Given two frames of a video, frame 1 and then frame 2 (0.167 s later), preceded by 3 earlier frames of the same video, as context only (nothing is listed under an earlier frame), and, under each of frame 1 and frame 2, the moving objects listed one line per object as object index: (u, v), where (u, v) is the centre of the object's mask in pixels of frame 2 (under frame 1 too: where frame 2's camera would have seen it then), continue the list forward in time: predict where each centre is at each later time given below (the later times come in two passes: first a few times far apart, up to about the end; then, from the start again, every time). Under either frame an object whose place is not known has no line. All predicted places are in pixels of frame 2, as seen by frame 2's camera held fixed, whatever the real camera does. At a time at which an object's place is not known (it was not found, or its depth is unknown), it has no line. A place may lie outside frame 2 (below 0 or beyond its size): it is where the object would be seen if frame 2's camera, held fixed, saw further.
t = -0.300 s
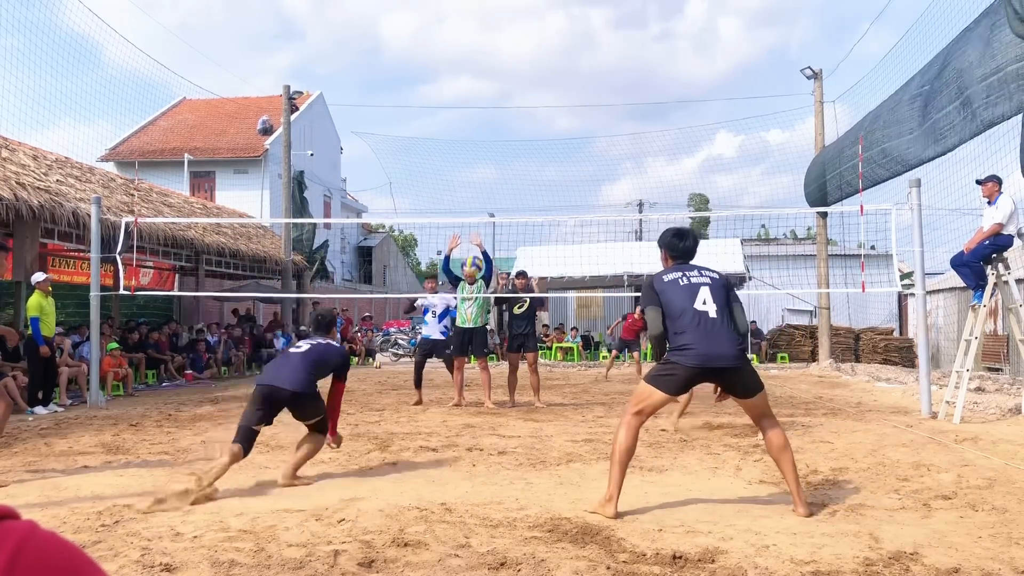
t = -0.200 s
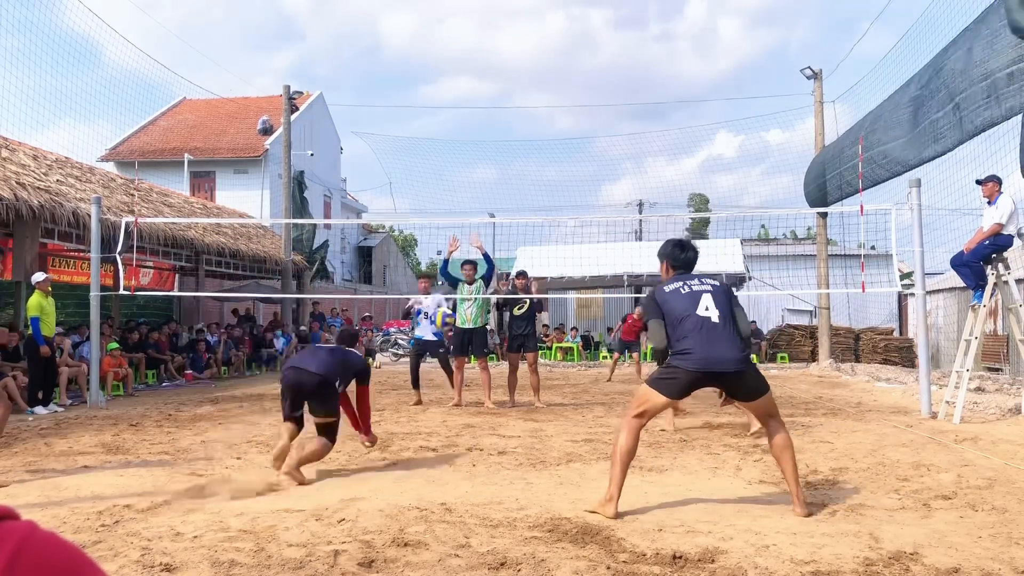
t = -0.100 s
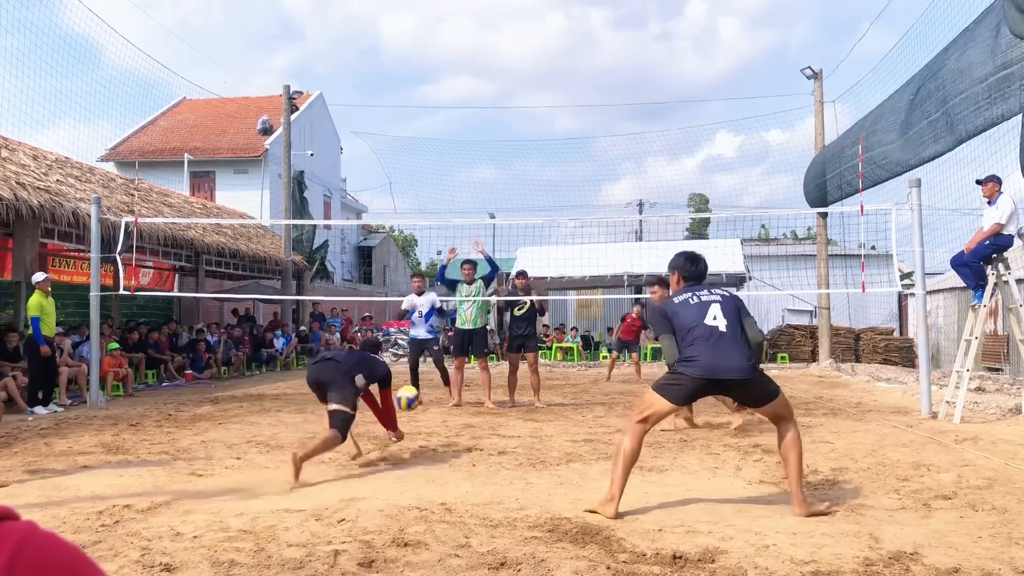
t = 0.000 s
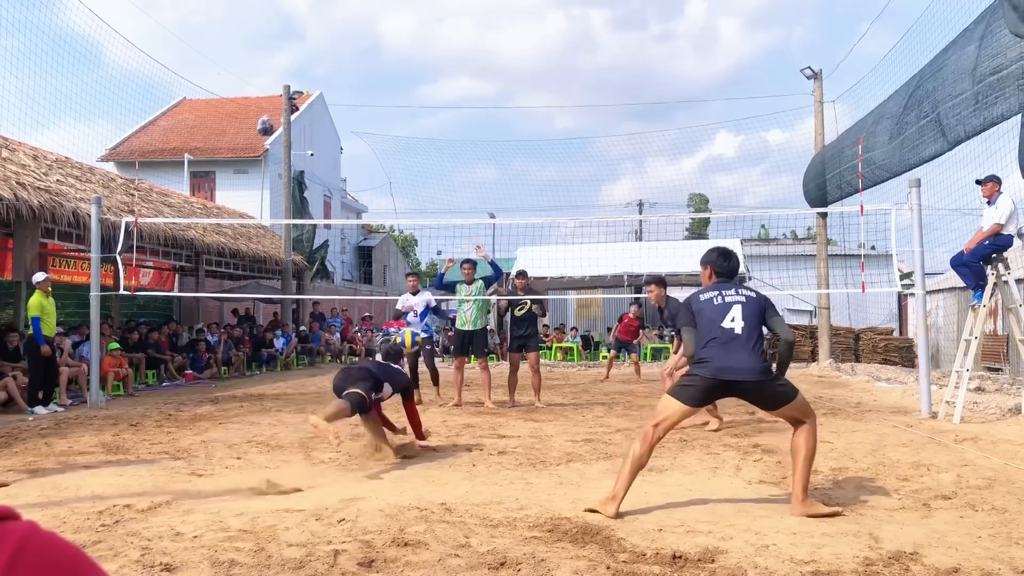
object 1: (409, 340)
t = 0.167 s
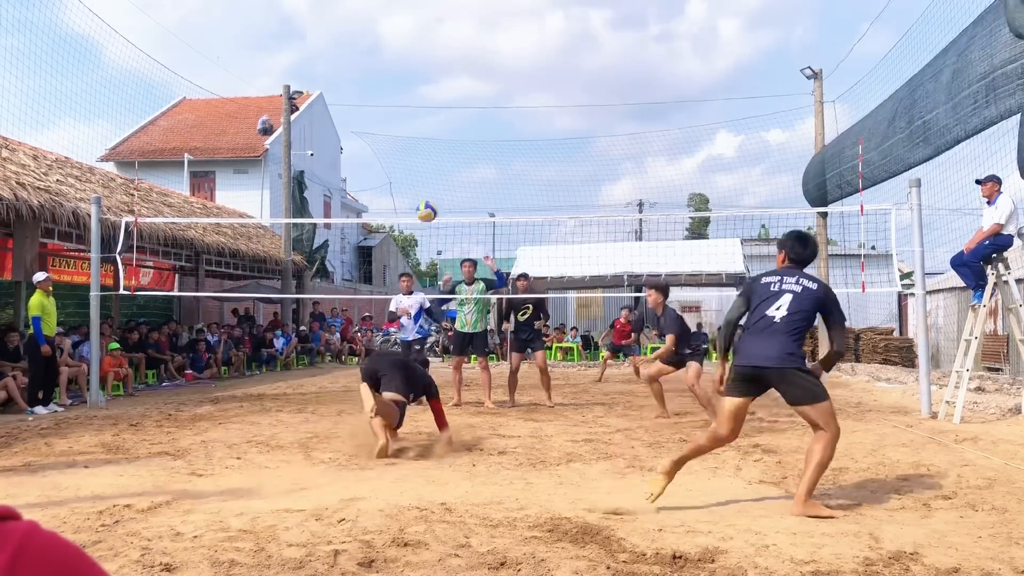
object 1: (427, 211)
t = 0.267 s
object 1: (434, 158)
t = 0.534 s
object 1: (451, 78)
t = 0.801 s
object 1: (463, 66)
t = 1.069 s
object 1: (474, 102)
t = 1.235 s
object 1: (479, 144)
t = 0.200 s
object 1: (429, 191)
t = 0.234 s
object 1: (432, 173)
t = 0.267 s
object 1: (434, 158)
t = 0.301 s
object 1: (437, 143)
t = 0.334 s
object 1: (439, 129)
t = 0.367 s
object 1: (441, 118)
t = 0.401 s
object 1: (443, 108)
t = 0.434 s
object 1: (445, 99)
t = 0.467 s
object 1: (447, 90)
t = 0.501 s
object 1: (449, 84)
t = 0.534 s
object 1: (451, 78)
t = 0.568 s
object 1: (453, 73)
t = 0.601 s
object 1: (454, 69)
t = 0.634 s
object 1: (456, 67)
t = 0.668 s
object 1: (457, 65)
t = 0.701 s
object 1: (459, 63)
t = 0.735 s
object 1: (460, 63)
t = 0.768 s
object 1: (462, 64)
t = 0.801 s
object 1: (463, 66)
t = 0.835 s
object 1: (465, 67)
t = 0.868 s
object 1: (466, 70)
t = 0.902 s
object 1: (468, 74)
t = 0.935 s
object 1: (469, 78)
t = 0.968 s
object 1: (470, 83)
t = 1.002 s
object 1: (472, 89)
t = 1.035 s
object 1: (473, 95)
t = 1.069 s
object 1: (474, 102)
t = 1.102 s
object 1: (475, 109)
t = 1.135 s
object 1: (476, 118)
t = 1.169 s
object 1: (477, 125)
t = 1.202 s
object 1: (478, 134)
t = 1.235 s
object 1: (479, 144)
